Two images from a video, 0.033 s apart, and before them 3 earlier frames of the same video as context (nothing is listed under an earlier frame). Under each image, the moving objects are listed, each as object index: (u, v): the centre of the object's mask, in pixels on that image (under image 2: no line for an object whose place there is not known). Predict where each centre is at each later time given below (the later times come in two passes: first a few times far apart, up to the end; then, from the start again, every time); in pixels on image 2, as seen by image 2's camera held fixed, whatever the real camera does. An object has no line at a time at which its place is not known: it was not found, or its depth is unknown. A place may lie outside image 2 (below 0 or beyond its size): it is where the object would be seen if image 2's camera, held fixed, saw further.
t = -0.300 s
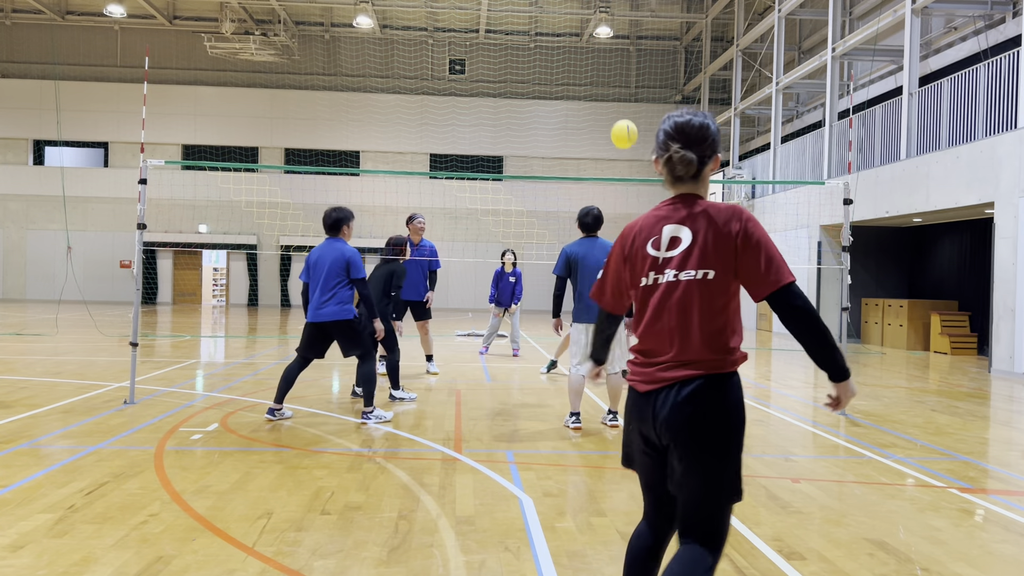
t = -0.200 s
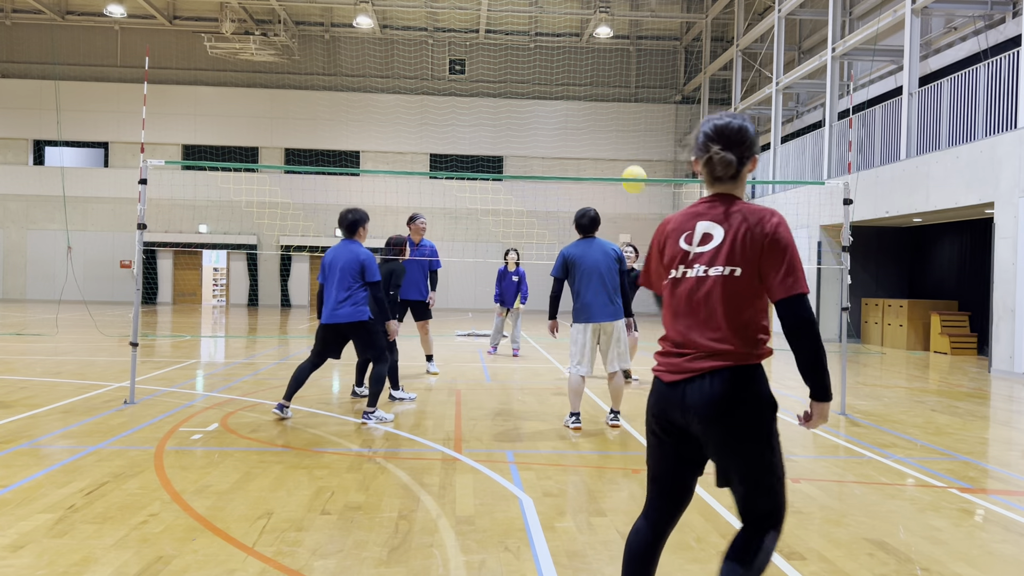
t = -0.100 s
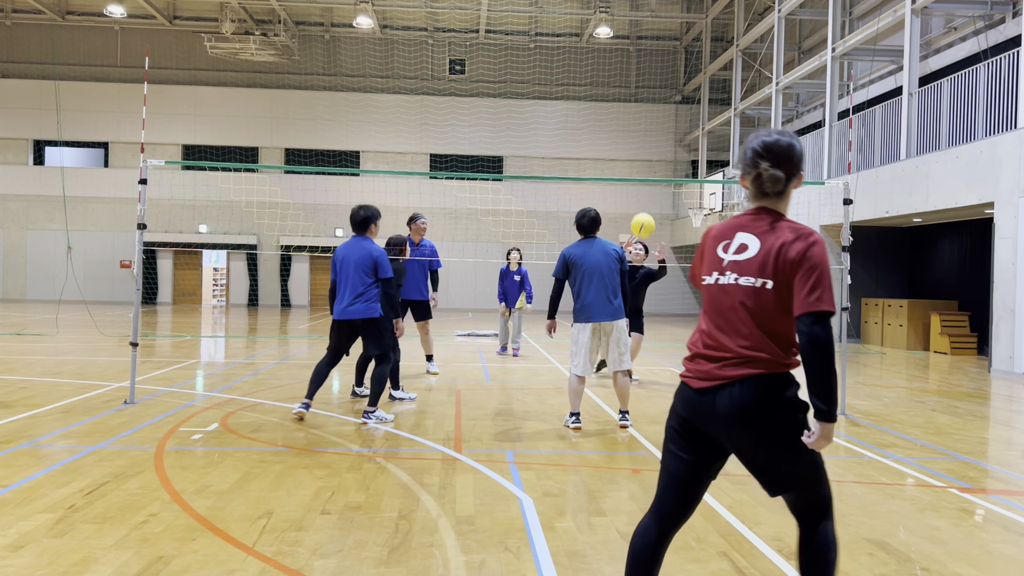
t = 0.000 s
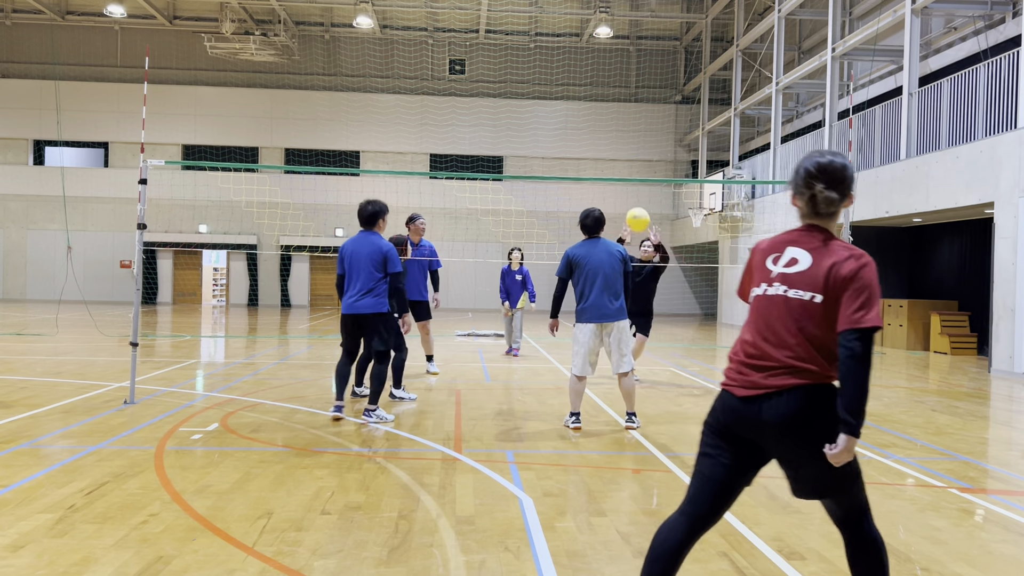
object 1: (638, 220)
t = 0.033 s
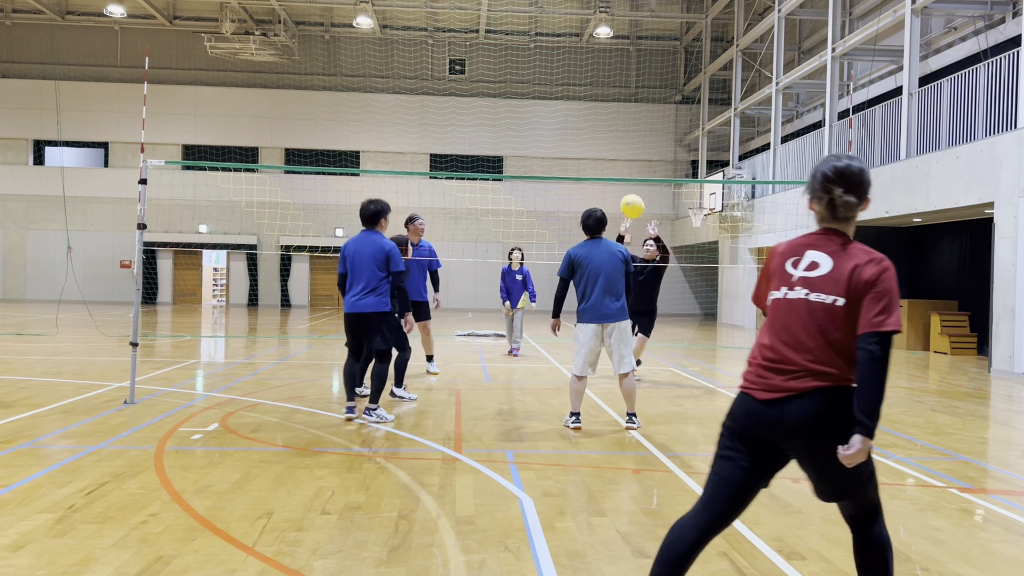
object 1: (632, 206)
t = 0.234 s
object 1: (597, 144)
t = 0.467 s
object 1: (556, 115)
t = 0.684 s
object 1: (517, 132)
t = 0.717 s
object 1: (511, 139)
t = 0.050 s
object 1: (629, 200)
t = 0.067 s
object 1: (626, 193)
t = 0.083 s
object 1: (624, 190)
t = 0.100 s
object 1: (621, 182)
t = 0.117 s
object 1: (618, 176)
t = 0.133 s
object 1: (615, 169)
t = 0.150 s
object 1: (612, 166)
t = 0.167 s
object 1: (609, 161)
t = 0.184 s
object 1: (606, 157)
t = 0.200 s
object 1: (603, 152)
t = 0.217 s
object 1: (600, 148)
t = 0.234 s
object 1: (597, 144)
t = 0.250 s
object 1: (594, 141)
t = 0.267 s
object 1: (591, 137)
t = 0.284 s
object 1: (588, 134)
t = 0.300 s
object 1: (585, 131)
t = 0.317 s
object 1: (582, 128)
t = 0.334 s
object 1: (579, 126)
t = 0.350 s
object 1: (576, 124)
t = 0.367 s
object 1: (574, 121)
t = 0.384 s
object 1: (571, 120)
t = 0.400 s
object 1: (567, 118)
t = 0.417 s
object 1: (565, 117)
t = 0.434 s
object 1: (562, 116)
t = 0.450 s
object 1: (559, 115)
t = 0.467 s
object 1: (556, 115)
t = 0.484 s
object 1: (553, 115)
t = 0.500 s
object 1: (550, 115)
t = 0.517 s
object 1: (547, 115)
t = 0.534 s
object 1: (544, 115)
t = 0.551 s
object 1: (541, 116)
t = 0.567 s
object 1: (538, 117)
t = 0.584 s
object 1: (535, 118)
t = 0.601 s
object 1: (532, 120)
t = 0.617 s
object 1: (529, 122)
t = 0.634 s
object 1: (526, 124)
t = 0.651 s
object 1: (524, 127)
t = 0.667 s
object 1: (520, 129)
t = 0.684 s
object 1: (517, 132)
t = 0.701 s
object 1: (514, 136)
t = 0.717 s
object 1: (511, 139)
